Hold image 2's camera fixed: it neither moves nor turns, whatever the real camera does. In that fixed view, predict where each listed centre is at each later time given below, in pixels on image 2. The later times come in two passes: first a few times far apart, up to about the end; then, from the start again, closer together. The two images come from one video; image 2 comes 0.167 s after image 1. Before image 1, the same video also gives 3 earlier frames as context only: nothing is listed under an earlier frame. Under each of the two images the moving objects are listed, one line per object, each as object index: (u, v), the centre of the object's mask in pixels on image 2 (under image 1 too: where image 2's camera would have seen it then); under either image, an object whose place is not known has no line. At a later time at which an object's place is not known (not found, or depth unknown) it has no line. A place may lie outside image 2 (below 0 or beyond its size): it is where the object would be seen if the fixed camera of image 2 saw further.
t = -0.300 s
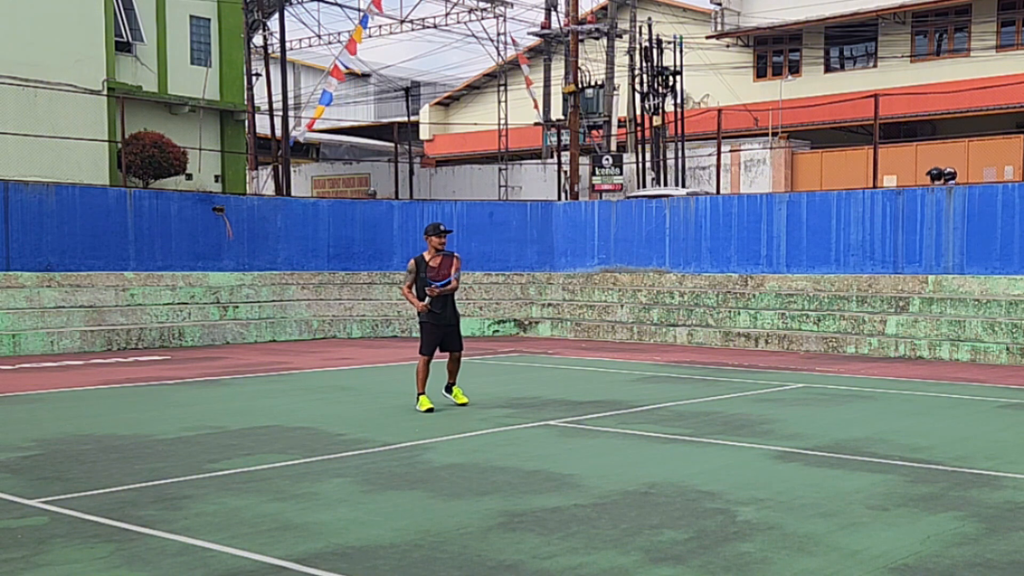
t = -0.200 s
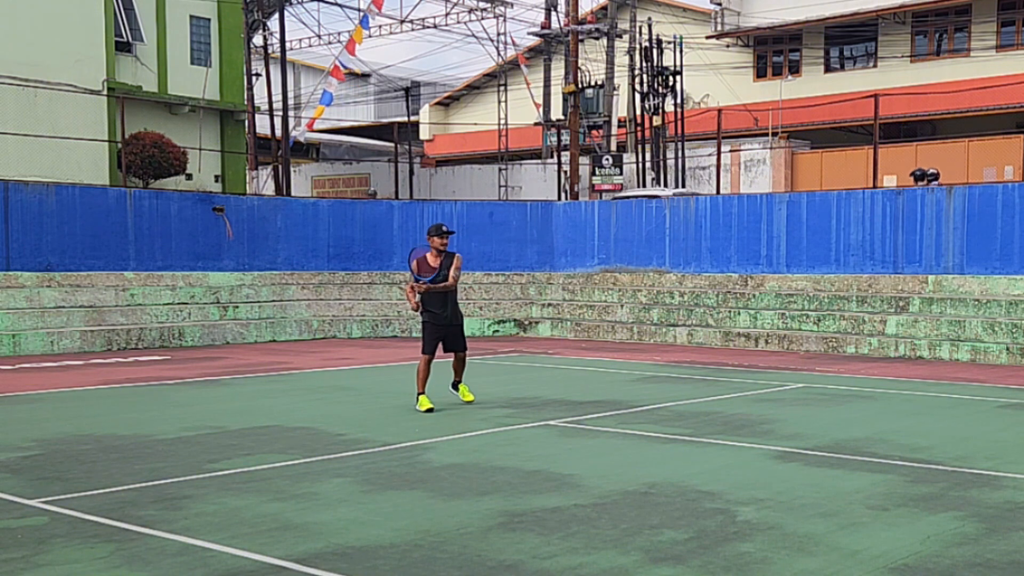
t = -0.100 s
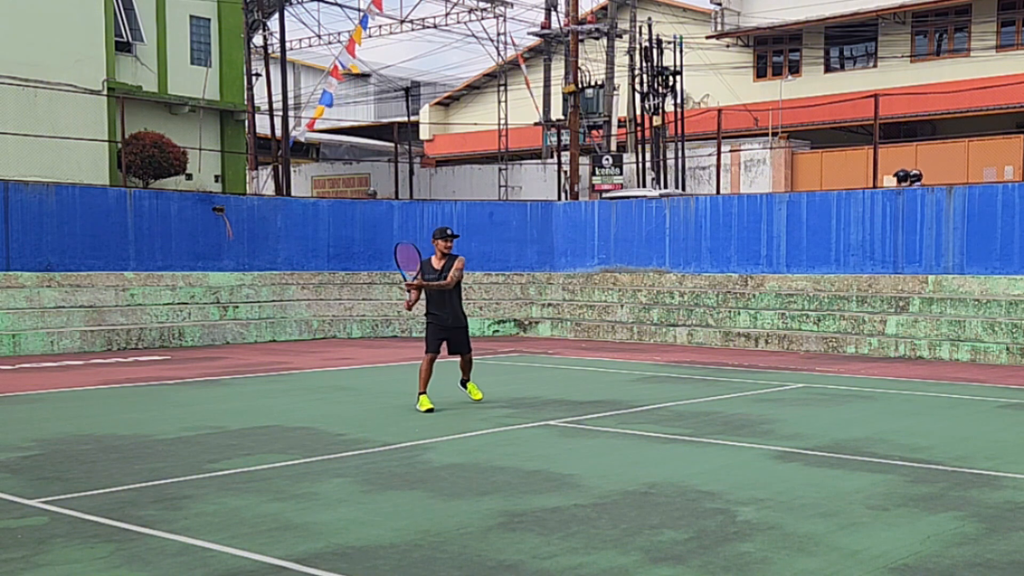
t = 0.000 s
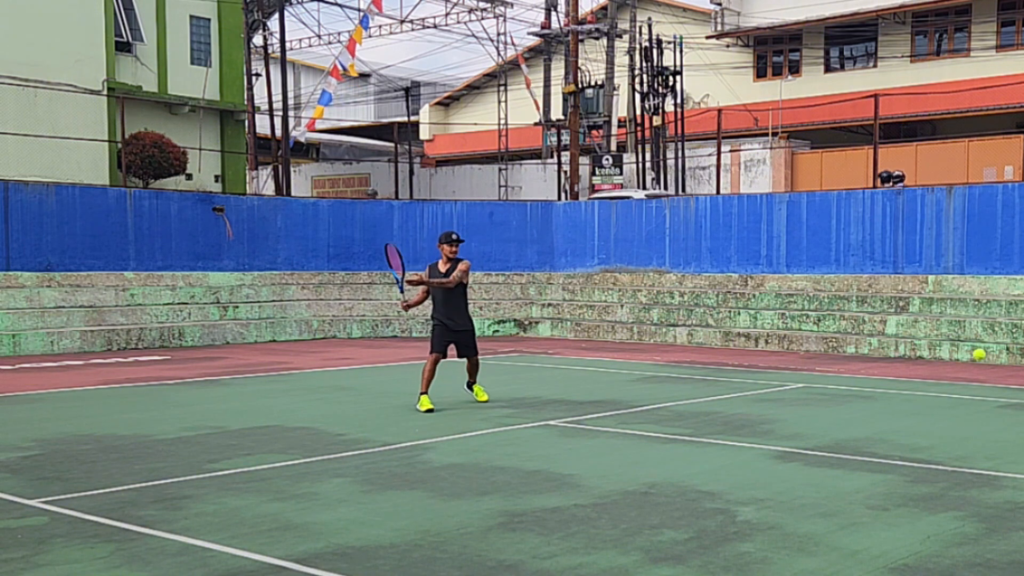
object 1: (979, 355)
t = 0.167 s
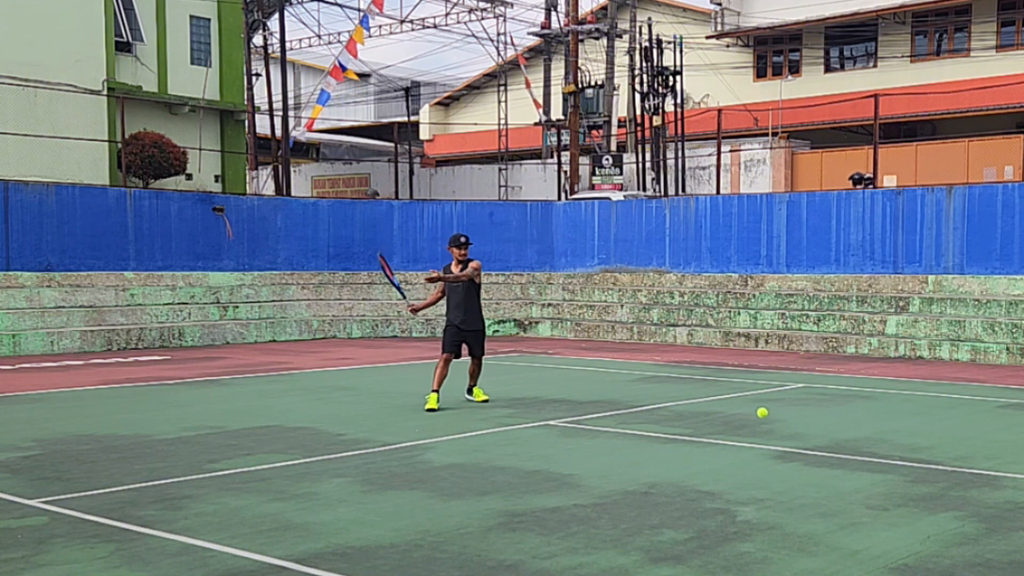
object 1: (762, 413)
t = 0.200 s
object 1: (735, 388)
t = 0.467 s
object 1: (551, 271)
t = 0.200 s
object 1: (735, 388)
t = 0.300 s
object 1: (661, 330)
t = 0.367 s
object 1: (616, 301)
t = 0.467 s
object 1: (551, 271)
